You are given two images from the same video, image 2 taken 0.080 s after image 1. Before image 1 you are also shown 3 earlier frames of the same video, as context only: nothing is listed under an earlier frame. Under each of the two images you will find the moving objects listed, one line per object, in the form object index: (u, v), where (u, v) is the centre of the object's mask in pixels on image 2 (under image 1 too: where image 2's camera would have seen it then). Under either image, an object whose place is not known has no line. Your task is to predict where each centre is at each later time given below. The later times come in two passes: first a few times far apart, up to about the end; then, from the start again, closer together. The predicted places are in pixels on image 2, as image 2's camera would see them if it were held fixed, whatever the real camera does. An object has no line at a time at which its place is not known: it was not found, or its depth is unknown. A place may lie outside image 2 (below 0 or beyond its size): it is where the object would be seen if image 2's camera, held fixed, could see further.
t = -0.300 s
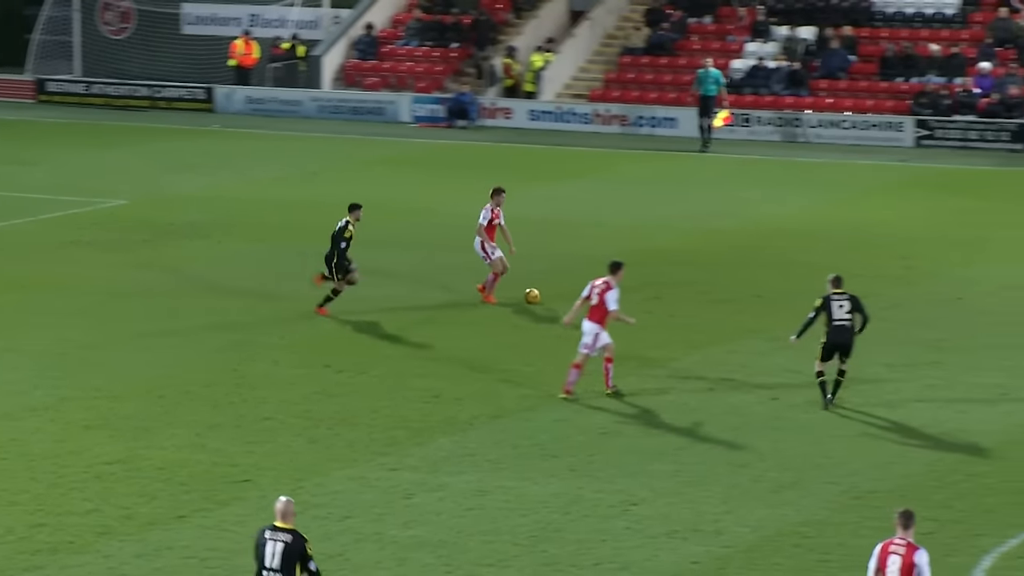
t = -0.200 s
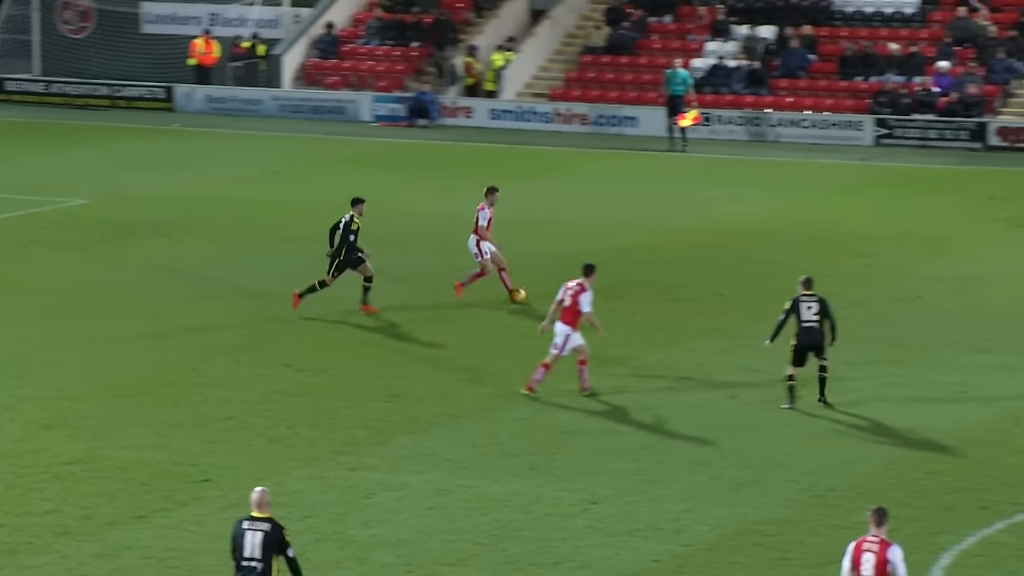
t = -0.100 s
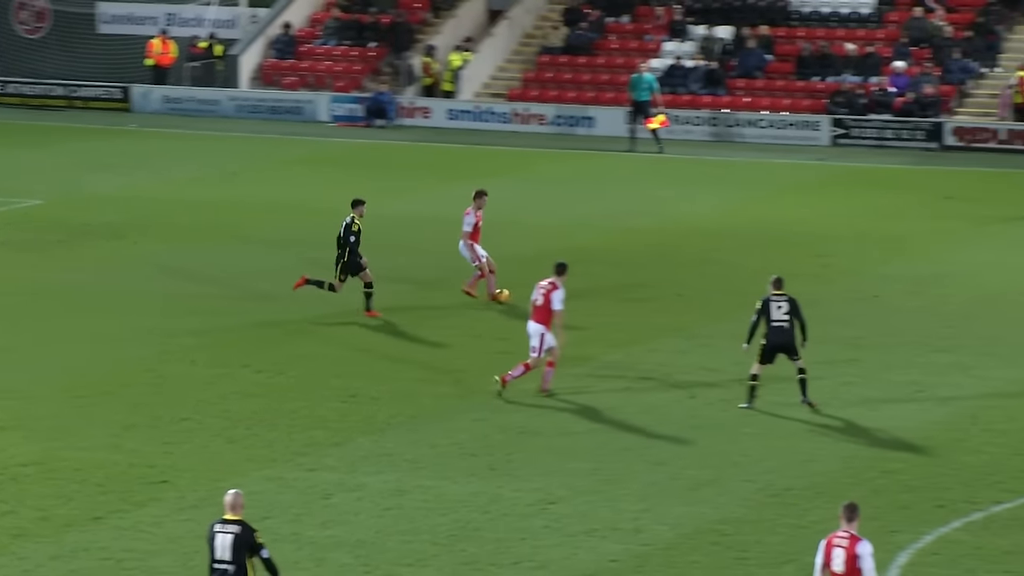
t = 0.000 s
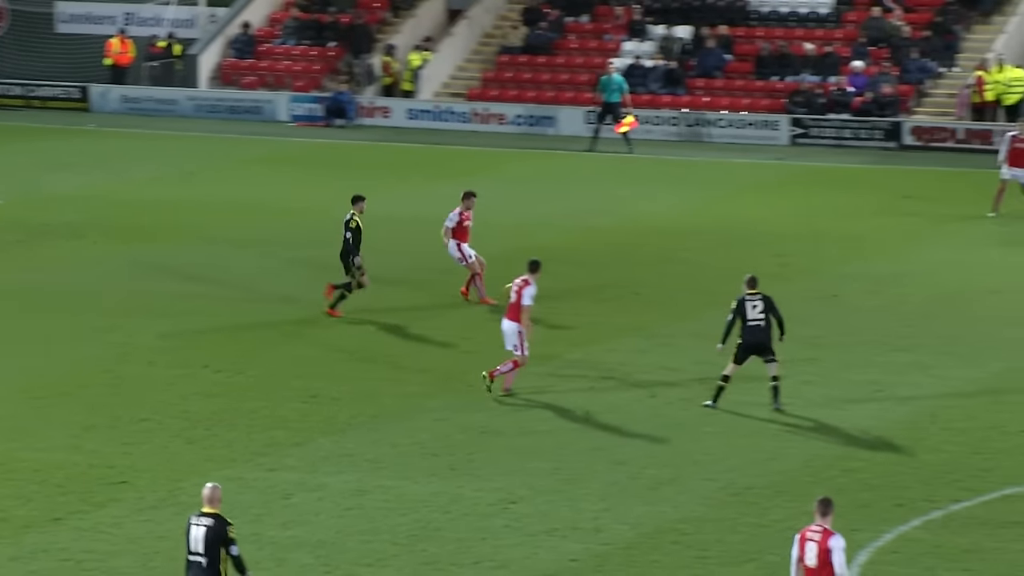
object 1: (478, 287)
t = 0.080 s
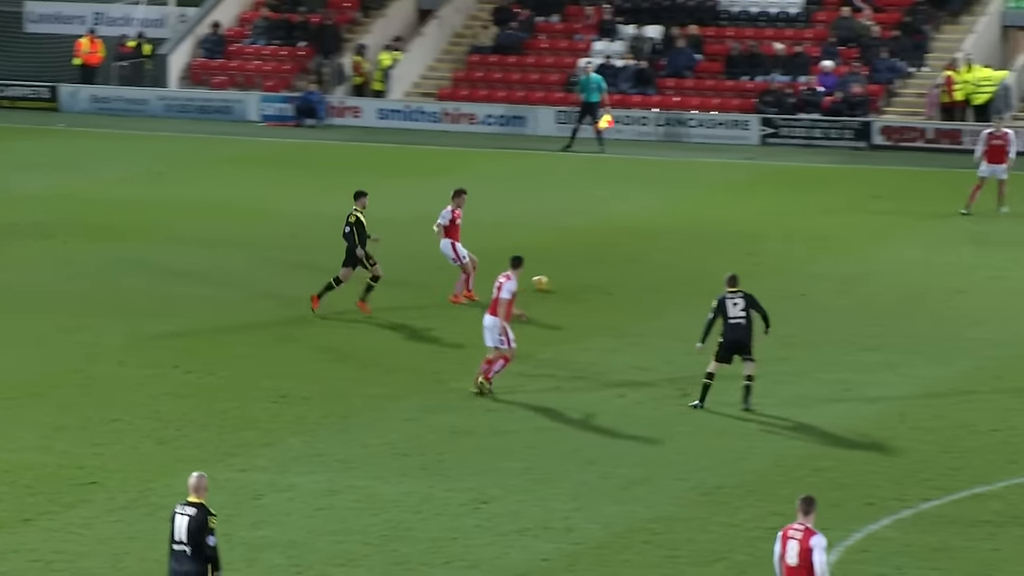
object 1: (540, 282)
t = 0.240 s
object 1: (640, 269)
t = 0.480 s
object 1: (767, 251)
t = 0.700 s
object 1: (863, 238)
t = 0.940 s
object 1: (948, 228)
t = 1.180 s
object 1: (1016, 217)
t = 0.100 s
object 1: (554, 282)
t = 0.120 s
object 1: (567, 280)
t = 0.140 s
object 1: (580, 278)
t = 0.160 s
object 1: (592, 276)
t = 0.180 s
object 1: (604, 274)
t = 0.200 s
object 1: (616, 272)
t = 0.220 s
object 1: (628, 270)
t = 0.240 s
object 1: (640, 269)
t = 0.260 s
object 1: (652, 267)
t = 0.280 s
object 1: (663, 266)
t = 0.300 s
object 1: (675, 265)
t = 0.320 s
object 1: (686, 264)
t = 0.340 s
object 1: (696, 262)
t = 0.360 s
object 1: (707, 260)
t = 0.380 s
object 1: (718, 259)
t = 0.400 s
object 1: (727, 257)
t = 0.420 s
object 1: (738, 255)
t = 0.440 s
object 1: (748, 254)
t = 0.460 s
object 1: (758, 252)
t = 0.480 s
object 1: (767, 251)
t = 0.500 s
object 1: (777, 251)
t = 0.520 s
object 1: (786, 250)
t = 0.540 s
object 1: (796, 249)
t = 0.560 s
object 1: (804, 247)
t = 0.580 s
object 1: (813, 244)
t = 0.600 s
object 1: (821, 243)
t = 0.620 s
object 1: (830, 241)
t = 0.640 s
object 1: (838, 240)
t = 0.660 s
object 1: (847, 239)
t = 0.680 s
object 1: (855, 238)
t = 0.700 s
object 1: (863, 238)
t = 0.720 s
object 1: (871, 238)
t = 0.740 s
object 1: (879, 237)
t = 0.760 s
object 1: (886, 237)
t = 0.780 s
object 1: (894, 235)
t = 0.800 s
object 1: (901, 234)
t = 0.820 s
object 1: (908, 232)
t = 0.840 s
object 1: (915, 231)
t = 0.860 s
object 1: (922, 230)
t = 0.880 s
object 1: (928, 229)
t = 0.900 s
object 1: (935, 229)
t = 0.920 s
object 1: (942, 228)
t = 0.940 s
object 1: (948, 228)
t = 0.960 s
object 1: (955, 226)
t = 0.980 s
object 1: (961, 225)
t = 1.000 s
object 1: (966, 224)
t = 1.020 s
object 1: (973, 223)
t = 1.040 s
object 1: (978, 222)
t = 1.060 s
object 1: (983, 221)
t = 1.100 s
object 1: (995, 220)
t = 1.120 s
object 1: (1000, 219)
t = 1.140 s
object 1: (1006, 218)
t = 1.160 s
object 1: (1010, 217)
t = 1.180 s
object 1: (1016, 217)
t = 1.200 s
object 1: (1021, 215)
